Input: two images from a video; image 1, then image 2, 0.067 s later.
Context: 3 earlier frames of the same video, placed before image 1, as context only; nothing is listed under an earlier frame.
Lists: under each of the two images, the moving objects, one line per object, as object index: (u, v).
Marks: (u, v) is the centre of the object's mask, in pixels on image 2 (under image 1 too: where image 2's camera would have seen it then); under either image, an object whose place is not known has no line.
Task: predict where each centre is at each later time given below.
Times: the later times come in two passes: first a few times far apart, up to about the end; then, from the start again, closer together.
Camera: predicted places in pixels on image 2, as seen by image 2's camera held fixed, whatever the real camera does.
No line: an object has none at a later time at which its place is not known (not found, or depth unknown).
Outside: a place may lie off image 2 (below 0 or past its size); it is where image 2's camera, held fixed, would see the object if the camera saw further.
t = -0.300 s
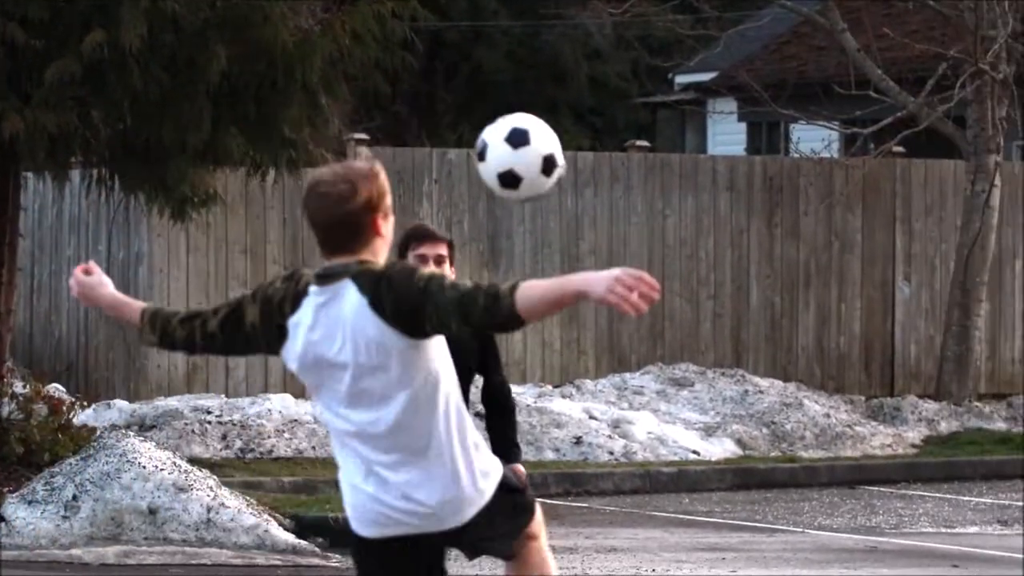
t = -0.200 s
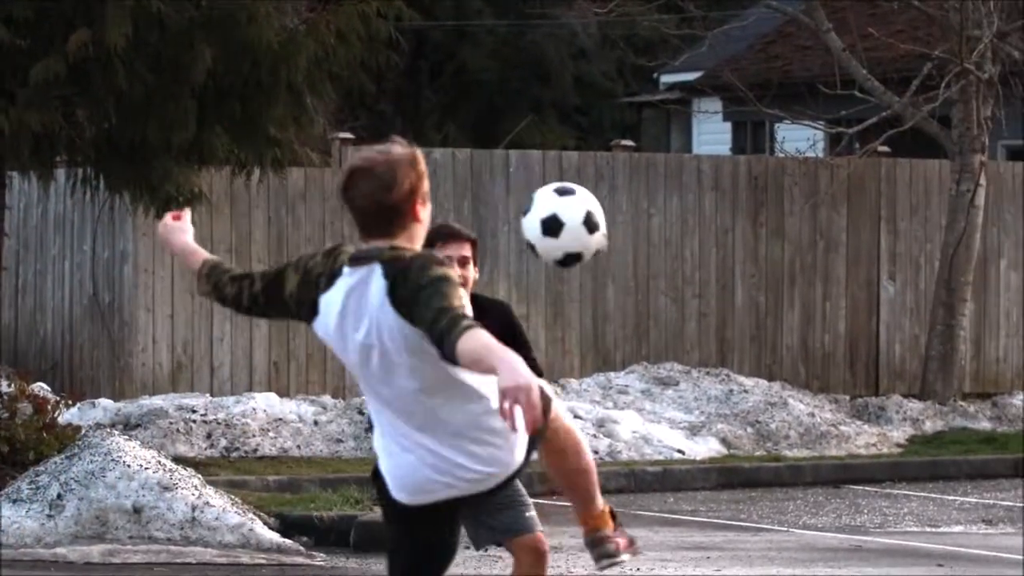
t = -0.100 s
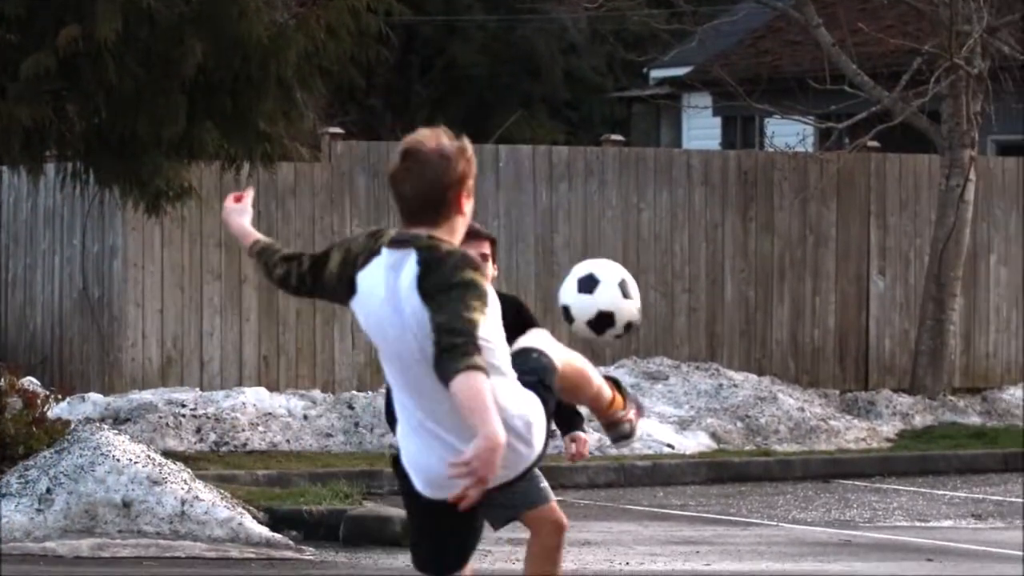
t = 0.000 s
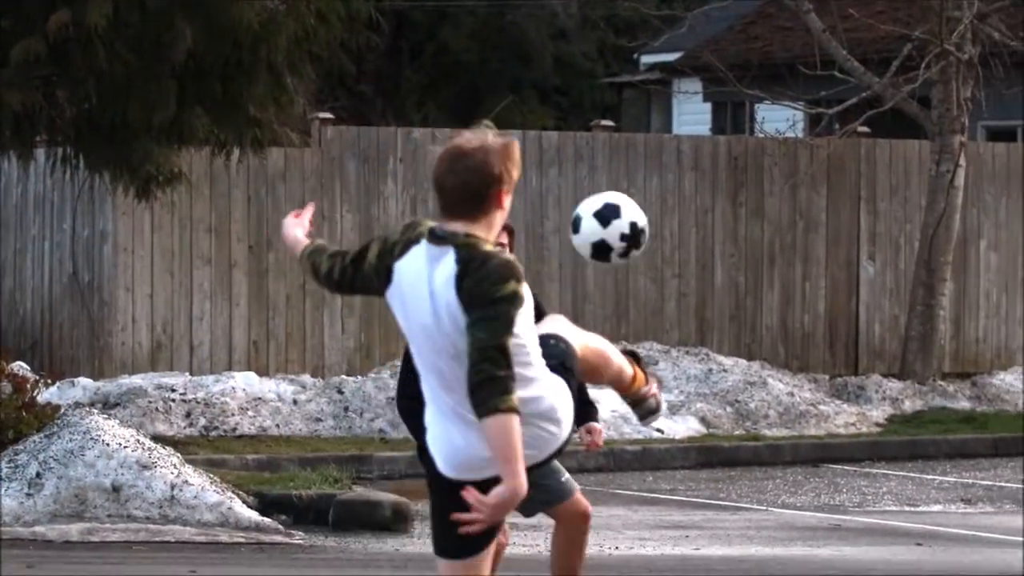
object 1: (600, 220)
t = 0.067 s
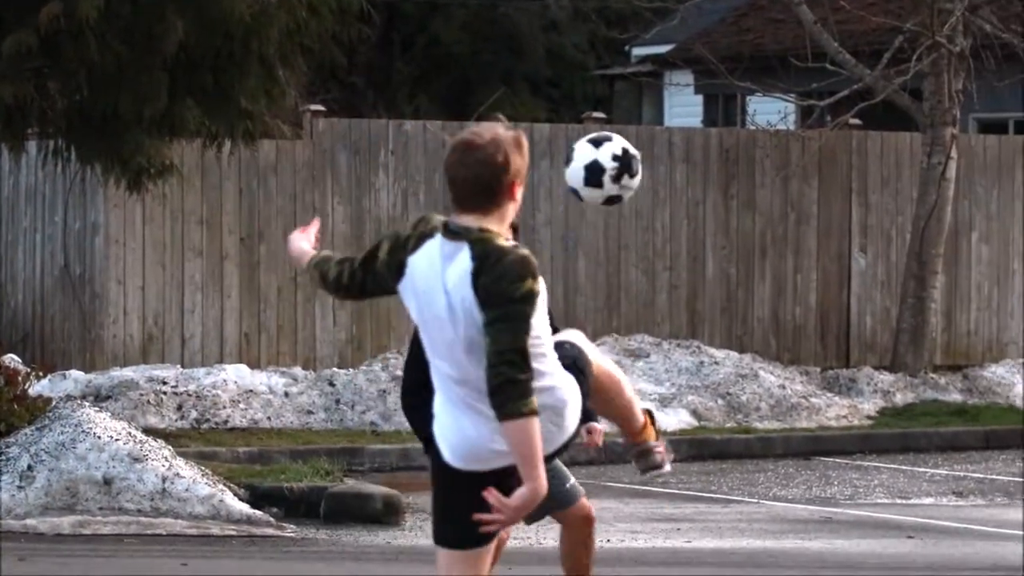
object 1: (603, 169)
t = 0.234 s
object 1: (609, 76)
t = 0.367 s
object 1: (611, 60)
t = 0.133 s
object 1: (606, 116)
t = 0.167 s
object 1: (608, 97)
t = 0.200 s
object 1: (608, 89)
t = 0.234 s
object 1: (609, 76)
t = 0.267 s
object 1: (610, 67)
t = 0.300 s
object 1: (611, 62)
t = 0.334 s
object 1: (610, 59)
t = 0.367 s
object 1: (611, 60)
